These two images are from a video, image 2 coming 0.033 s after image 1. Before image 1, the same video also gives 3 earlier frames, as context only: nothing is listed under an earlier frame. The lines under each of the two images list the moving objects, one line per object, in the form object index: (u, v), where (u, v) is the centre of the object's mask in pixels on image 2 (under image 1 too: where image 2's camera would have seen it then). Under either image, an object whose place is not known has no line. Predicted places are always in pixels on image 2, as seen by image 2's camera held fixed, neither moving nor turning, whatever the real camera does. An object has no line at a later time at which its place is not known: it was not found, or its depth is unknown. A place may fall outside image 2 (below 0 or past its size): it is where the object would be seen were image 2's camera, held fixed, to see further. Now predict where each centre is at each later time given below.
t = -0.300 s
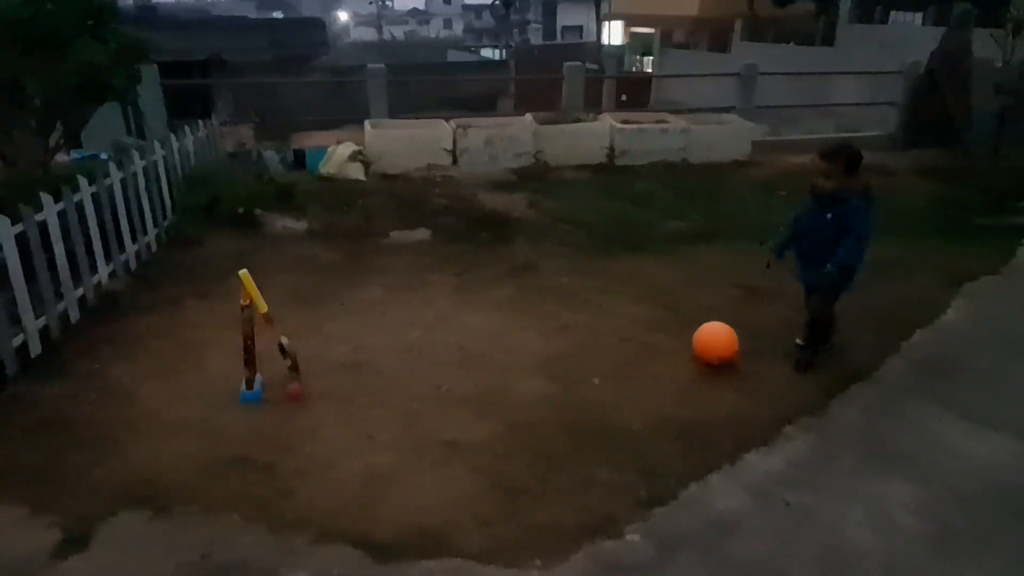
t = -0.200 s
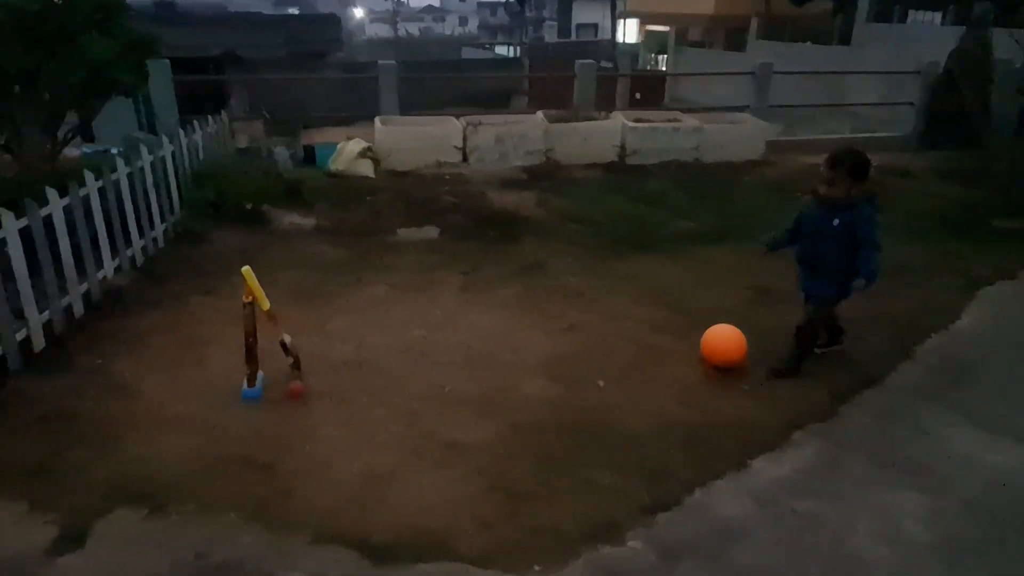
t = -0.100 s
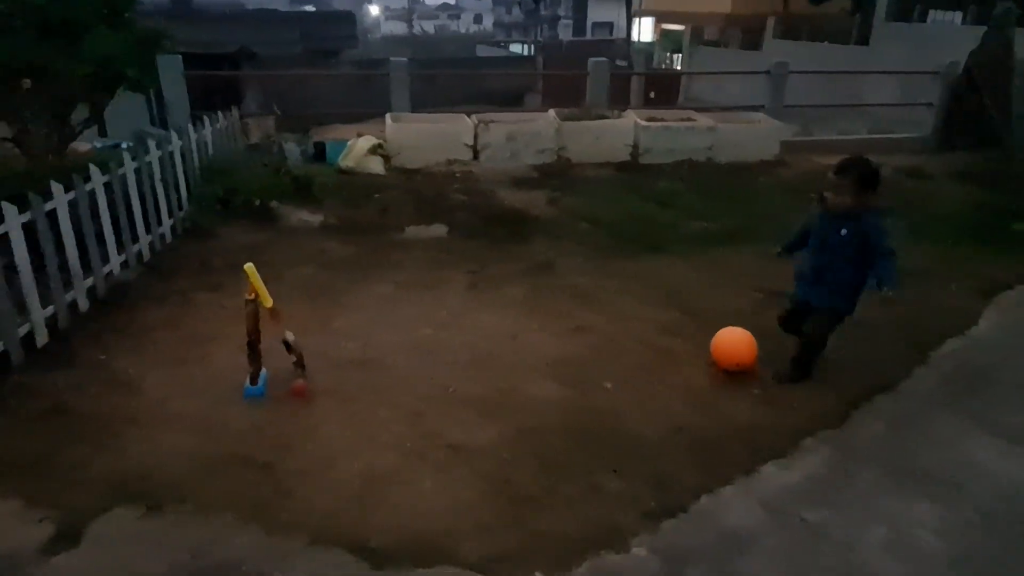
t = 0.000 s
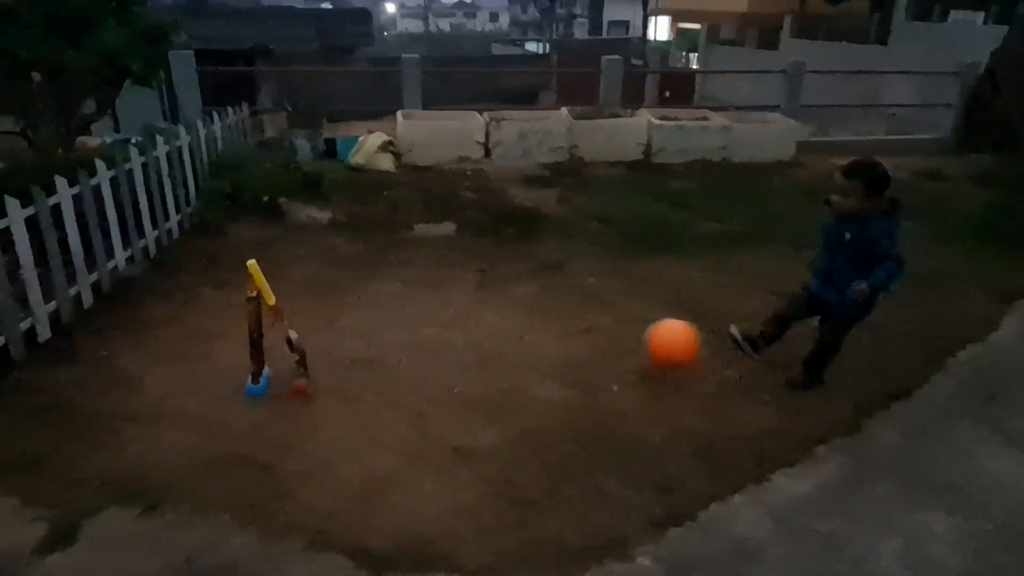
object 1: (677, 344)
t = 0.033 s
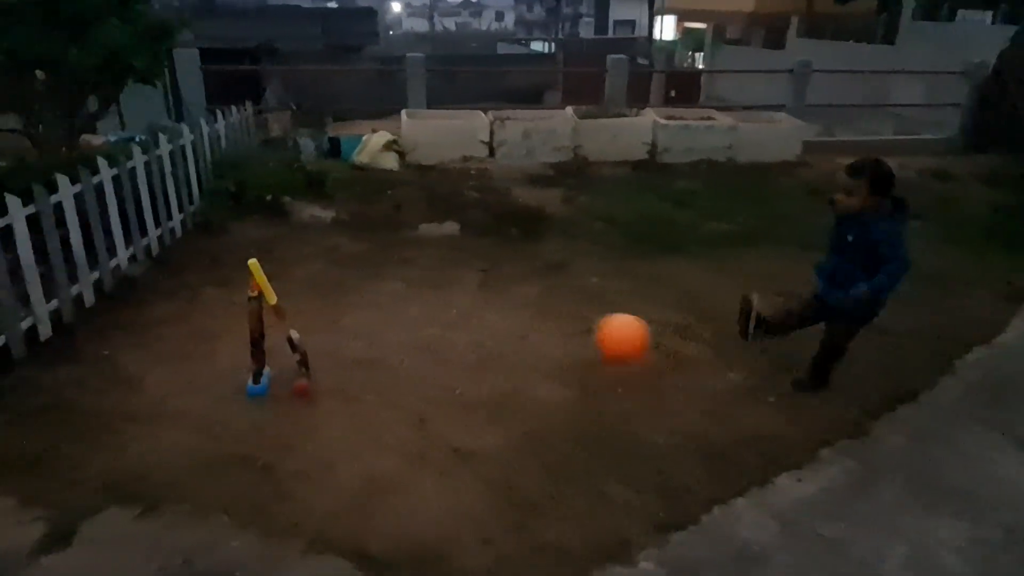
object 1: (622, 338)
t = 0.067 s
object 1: (564, 335)
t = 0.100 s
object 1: (503, 335)
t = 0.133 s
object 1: (439, 340)
